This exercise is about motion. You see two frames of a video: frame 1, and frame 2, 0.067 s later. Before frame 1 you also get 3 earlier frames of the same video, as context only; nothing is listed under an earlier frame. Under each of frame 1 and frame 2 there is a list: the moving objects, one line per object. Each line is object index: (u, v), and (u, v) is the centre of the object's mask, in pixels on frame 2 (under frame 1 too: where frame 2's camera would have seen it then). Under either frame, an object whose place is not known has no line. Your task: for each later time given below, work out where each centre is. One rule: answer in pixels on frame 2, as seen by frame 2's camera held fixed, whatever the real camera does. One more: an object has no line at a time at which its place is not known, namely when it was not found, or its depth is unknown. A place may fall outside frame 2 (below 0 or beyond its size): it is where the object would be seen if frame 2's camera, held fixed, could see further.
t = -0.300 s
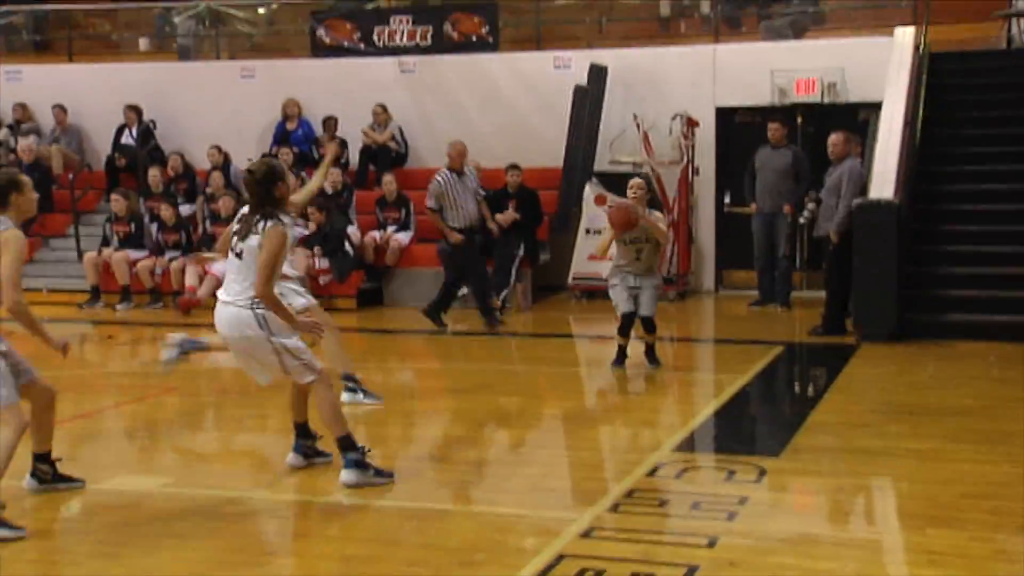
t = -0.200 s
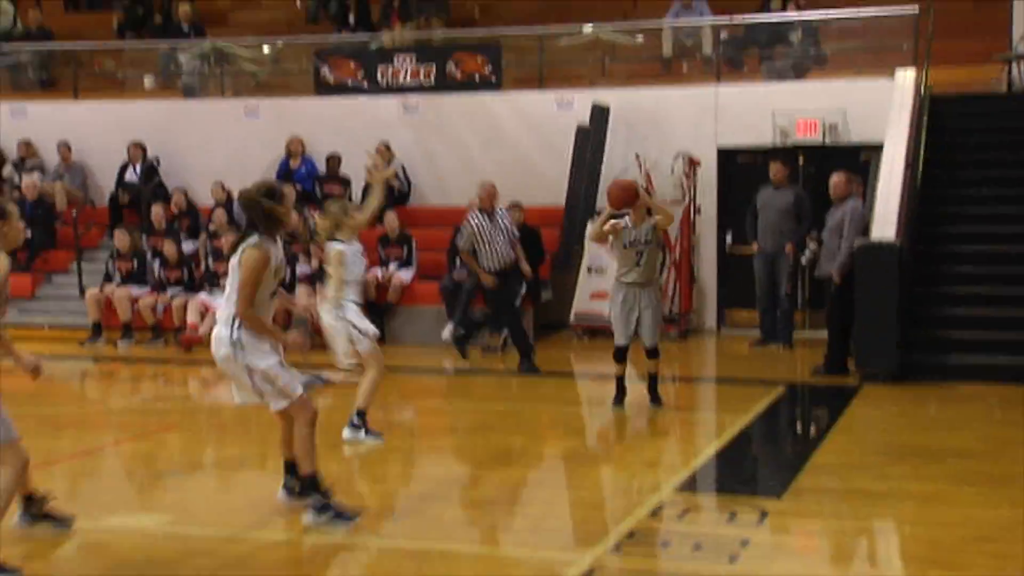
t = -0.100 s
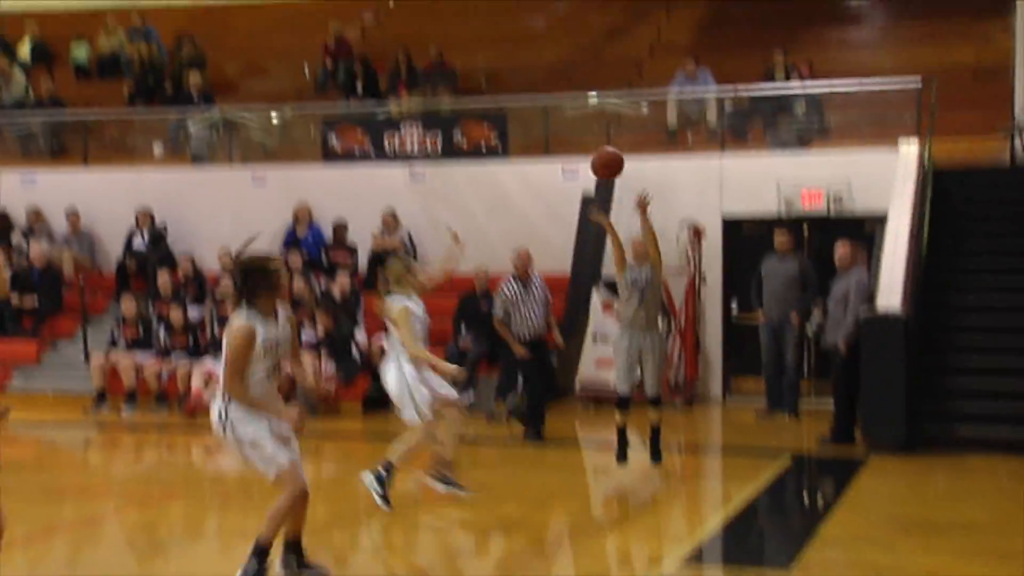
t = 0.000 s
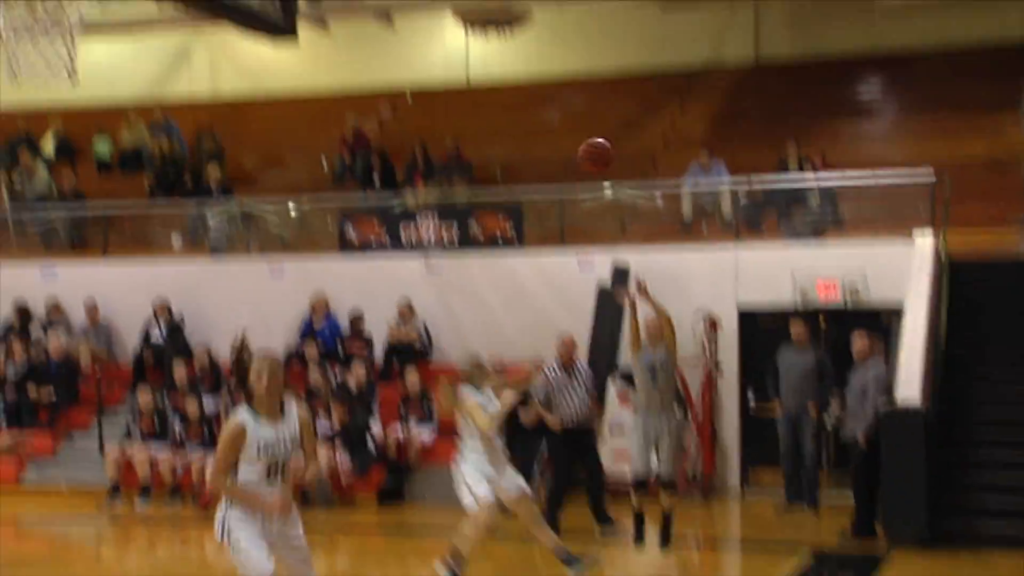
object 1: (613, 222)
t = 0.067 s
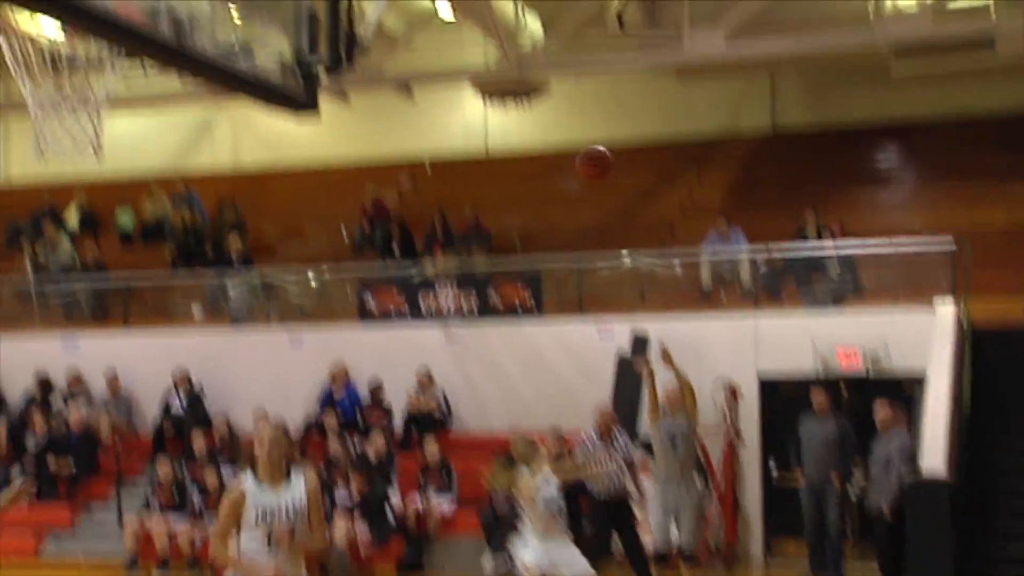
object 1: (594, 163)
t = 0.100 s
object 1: (585, 137)
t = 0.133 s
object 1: (574, 108)
